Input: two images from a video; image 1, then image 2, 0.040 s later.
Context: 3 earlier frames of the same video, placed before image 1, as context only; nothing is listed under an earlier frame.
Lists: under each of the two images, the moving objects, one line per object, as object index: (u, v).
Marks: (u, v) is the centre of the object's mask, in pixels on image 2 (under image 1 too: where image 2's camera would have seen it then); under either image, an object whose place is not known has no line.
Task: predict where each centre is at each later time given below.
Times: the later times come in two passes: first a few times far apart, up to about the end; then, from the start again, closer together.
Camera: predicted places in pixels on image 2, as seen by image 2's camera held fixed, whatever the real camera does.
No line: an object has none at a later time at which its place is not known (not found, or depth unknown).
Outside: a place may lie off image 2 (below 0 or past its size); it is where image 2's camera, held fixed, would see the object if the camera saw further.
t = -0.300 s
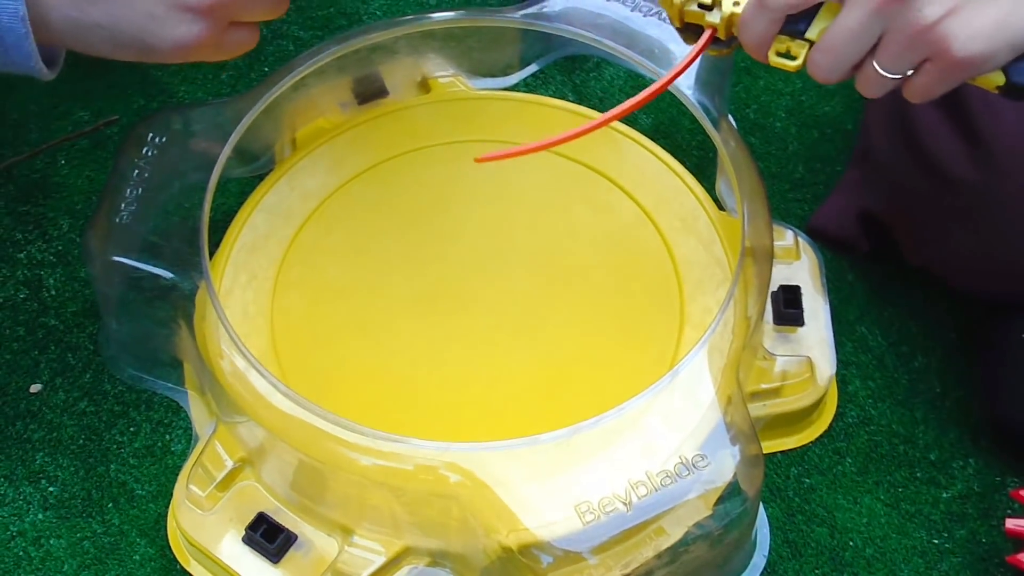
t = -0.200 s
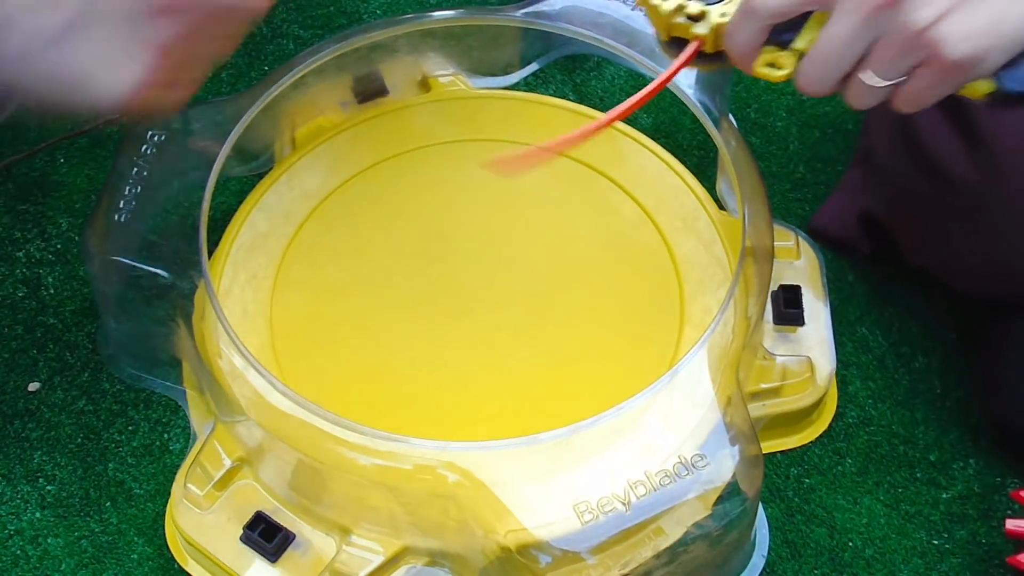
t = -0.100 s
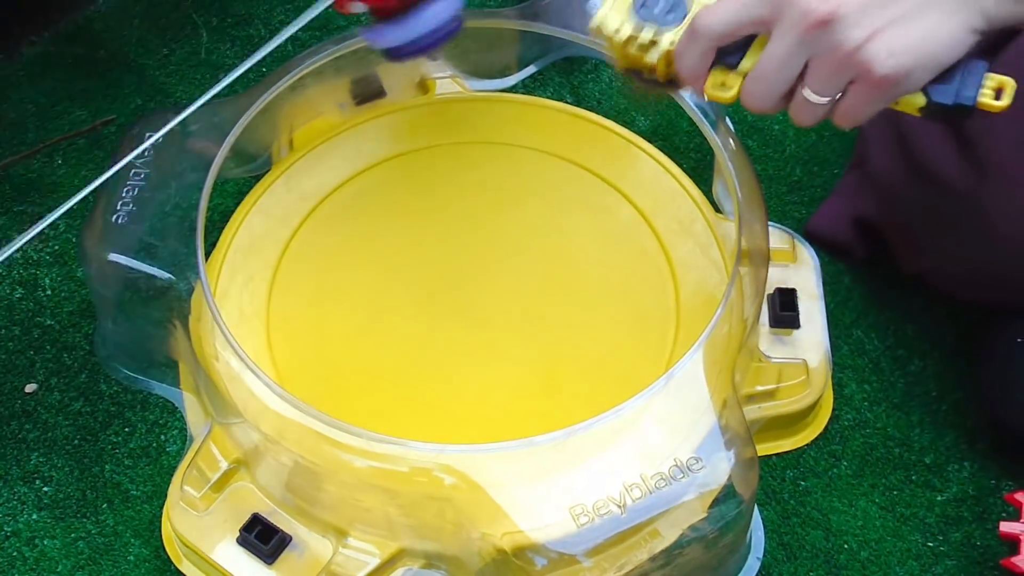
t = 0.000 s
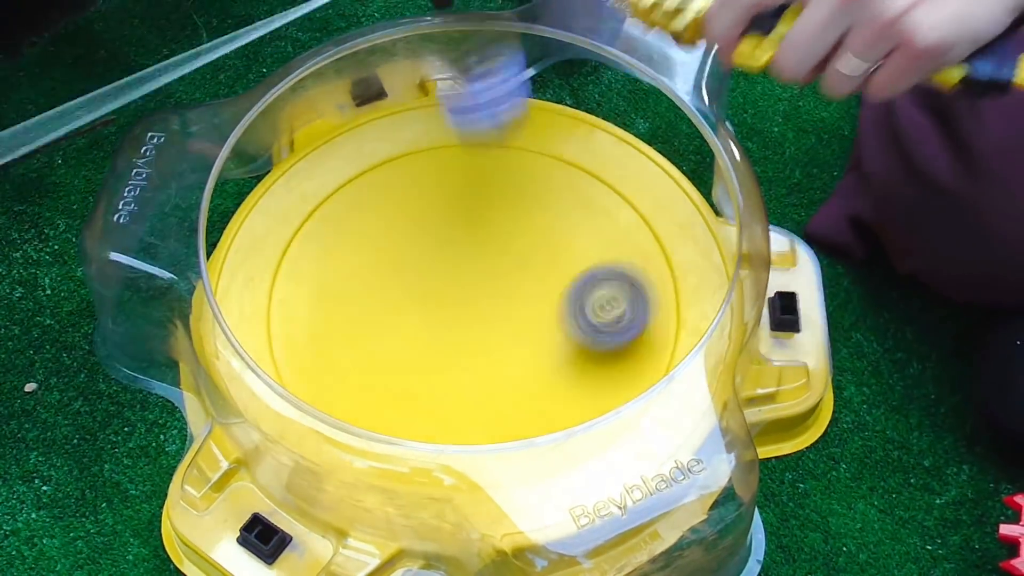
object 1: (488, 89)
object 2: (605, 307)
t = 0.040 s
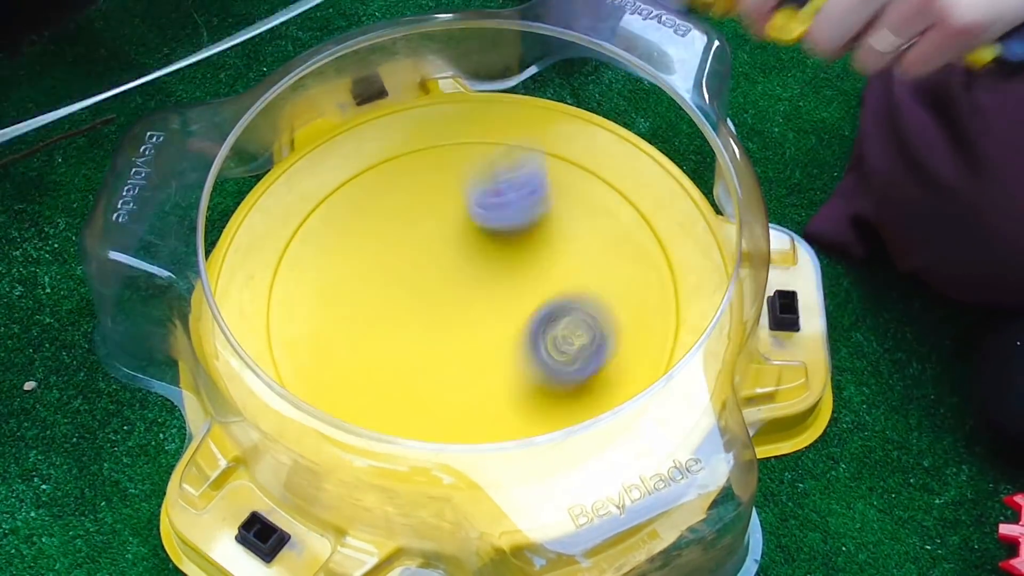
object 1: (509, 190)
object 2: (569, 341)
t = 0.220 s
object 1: (581, 393)
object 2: (341, 391)
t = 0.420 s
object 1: (549, 407)
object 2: (293, 222)
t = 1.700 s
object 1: (596, 217)
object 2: (341, 153)
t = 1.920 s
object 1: (624, 197)
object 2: (398, 221)
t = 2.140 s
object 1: (592, 243)
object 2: (396, 305)
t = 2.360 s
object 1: (465, 227)
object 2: (367, 316)
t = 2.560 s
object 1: (408, 164)
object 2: (372, 326)
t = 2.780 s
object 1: (464, 153)
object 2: (403, 339)
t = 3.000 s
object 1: (480, 263)
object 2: (418, 356)
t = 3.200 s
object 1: (421, 174)
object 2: (406, 484)
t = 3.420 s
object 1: (510, 180)
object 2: (421, 462)
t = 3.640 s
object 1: (467, 307)
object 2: (427, 402)
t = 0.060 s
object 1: (517, 216)
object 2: (546, 365)
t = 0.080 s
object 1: (527, 235)
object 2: (524, 381)
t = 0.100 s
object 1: (537, 260)
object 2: (501, 393)
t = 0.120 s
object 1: (547, 288)
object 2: (475, 401)
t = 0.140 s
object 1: (557, 322)
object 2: (448, 405)
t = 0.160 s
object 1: (566, 347)
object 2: (421, 406)
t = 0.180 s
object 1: (573, 367)
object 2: (394, 403)
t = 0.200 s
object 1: (579, 382)
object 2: (367, 399)
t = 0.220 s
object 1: (581, 393)
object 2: (341, 391)
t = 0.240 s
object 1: (582, 400)
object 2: (312, 392)
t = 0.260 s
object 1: (581, 402)
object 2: (305, 368)
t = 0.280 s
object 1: (577, 406)
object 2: (294, 352)
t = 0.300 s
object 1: (572, 410)
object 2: (285, 337)
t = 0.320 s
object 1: (568, 412)
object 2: (278, 320)
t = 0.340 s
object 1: (564, 412)
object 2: (273, 301)
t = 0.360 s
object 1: (561, 413)
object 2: (272, 280)
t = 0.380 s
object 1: (556, 412)
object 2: (276, 261)
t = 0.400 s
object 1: (552, 410)
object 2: (283, 243)
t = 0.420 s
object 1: (549, 407)
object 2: (293, 222)
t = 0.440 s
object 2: (304, 205)
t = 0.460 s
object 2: (318, 187)
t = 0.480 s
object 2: (334, 171)
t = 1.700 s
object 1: (596, 217)
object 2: (341, 153)
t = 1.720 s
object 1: (599, 210)
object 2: (341, 157)
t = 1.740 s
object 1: (603, 205)
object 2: (342, 162)
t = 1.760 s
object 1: (606, 201)
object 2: (346, 168)
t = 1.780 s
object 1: (609, 198)
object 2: (352, 175)
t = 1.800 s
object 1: (612, 196)
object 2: (358, 181)
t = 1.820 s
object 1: (615, 194)
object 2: (367, 187)
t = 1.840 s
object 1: (618, 193)
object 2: (373, 194)
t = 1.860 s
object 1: (621, 192)
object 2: (380, 200)
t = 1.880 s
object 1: (624, 192)
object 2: (386, 207)
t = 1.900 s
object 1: (624, 194)
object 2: (392, 214)
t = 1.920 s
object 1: (624, 197)
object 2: (398, 221)
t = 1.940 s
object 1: (623, 201)
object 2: (402, 228)
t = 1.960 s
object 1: (622, 204)
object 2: (406, 234)
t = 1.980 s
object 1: (621, 207)
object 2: (408, 242)
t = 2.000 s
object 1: (619, 211)
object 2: (409, 250)
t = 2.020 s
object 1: (617, 214)
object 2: (410, 259)
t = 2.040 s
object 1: (615, 218)
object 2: (409, 266)
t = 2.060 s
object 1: (613, 223)
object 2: (408, 274)
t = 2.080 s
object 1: (609, 228)
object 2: (405, 283)
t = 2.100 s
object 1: (605, 233)
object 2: (403, 291)
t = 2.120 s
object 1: (599, 239)
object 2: (399, 298)
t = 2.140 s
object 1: (592, 243)
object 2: (396, 305)
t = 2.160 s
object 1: (584, 247)
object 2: (392, 311)
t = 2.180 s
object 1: (574, 249)
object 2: (387, 317)
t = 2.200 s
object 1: (563, 250)
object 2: (383, 321)
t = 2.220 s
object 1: (551, 251)
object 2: (378, 324)
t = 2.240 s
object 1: (538, 250)
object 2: (375, 326)
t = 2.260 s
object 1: (525, 248)
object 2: (372, 326)
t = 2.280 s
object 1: (512, 246)
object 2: (371, 325)
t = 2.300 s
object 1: (499, 242)
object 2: (370, 324)
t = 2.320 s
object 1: (487, 238)
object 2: (370, 321)
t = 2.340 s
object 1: (475, 233)
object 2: (369, 318)
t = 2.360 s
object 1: (465, 227)
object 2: (367, 316)
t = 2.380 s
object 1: (456, 221)
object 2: (366, 314)
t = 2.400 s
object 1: (446, 215)
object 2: (365, 314)
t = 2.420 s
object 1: (438, 209)
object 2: (364, 315)
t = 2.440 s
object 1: (430, 202)
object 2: (364, 316)
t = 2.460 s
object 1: (424, 195)
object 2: (363, 318)
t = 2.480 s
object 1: (418, 189)
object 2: (363, 318)
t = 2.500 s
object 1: (414, 182)
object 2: (364, 319)
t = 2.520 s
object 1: (410, 175)
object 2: (366, 321)
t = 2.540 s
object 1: (408, 170)
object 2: (369, 323)
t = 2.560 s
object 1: (408, 164)
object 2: (372, 326)
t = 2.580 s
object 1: (407, 158)
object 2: (375, 330)
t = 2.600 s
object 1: (408, 153)
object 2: (379, 335)
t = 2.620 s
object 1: (410, 149)
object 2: (383, 339)
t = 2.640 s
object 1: (413, 144)
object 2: (386, 341)
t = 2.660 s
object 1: (417, 140)
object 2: (390, 342)
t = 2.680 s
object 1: (423, 138)
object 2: (394, 342)
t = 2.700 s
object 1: (431, 140)
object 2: (397, 341)
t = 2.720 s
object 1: (438, 143)
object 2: (399, 341)
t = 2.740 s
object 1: (447, 146)
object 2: (402, 340)
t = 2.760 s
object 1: (455, 149)
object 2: (402, 339)
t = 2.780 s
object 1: (464, 153)
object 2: (403, 339)
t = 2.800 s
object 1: (474, 158)
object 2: (402, 339)
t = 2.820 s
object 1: (482, 164)
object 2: (402, 340)
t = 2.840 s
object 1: (490, 170)
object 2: (402, 342)
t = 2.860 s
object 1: (495, 178)
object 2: (403, 344)
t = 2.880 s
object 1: (500, 188)
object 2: (406, 348)
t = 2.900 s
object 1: (502, 199)
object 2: (409, 351)
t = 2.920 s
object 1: (502, 211)
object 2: (411, 353)
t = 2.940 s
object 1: (499, 223)
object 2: (413, 355)
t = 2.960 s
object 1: (495, 236)
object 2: (415, 355)
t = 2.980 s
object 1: (488, 250)
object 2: (417, 356)
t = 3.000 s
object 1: (480, 263)
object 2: (418, 356)
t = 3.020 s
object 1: (470, 274)
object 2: (419, 355)
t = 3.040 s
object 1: (460, 279)
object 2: (418, 361)
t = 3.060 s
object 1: (452, 267)
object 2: (411, 394)
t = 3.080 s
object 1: (446, 254)
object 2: (410, 408)
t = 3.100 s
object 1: (439, 240)
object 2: (410, 419)
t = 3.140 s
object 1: (427, 213)
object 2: (402, 457)
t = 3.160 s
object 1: (424, 200)
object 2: (403, 467)
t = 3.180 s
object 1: (421, 187)
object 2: (404, 483)
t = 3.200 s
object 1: (421, 174)
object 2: (406, 484)
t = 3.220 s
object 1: (423, 162)
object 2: (409, 483)
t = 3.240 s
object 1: (426, 152)
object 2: (411, 481)
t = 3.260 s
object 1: (431, 143)
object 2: (413, 478)
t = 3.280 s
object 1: (438, 134)
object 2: (414, 475)
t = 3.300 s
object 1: (448, 134)
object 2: (415, 475)
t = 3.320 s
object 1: (459, 141)
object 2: (417, 472)
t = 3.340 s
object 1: (470, 148)
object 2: (418, 470)
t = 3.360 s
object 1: (481, 155)
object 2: (419, 467)
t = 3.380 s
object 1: (492, 163)
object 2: (419, 466)
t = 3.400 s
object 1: (501, 170)
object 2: (420, 463)
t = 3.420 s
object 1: (510, 180)
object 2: (421, 462)
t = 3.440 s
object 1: (518, 189)
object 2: (422, 459)
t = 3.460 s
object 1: (523, 200)
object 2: (423, 457)
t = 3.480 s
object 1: (526, 211)
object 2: (423, 455)
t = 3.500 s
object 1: (527, 224)
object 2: (423, 451)
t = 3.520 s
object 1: (525, 238)
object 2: (423, 447)
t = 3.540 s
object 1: (520, 251)
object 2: (422, 440)
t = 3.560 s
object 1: (514, 264)
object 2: (425, 419)
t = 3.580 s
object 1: (504, 276)
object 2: (425, 415)
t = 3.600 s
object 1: (493, 288)
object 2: (424, 411)
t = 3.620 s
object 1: (480, 298)
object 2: (426, 406)
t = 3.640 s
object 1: (467, 307)
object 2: (427, 402)
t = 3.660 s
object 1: (452, 313)
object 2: (429, 398)
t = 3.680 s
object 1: (434, 304)
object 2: (441, 407)
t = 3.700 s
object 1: (409, 276)
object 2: (457, 416)
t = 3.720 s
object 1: (391, 255)
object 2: (478, 428)
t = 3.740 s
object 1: (371, 230)
